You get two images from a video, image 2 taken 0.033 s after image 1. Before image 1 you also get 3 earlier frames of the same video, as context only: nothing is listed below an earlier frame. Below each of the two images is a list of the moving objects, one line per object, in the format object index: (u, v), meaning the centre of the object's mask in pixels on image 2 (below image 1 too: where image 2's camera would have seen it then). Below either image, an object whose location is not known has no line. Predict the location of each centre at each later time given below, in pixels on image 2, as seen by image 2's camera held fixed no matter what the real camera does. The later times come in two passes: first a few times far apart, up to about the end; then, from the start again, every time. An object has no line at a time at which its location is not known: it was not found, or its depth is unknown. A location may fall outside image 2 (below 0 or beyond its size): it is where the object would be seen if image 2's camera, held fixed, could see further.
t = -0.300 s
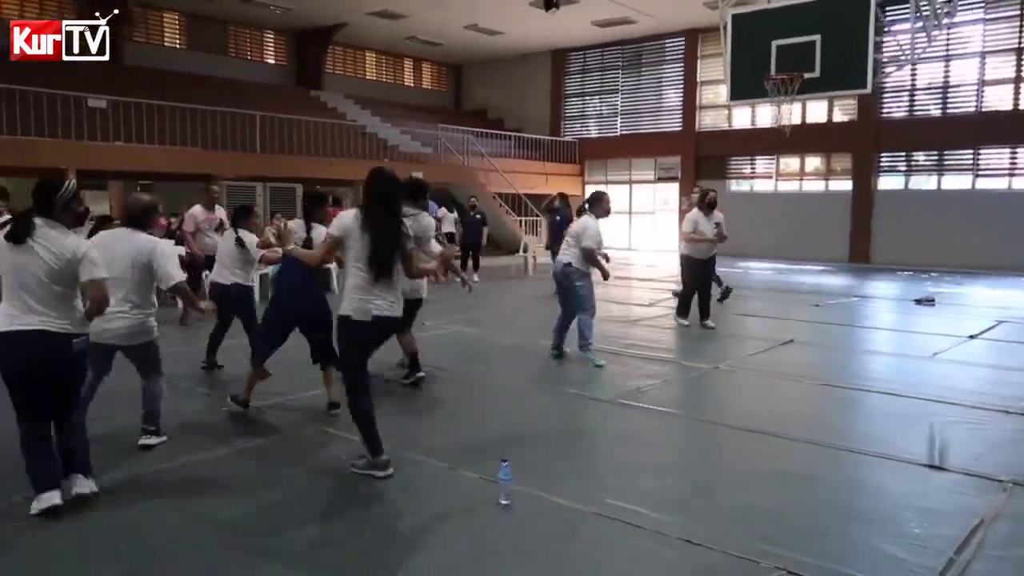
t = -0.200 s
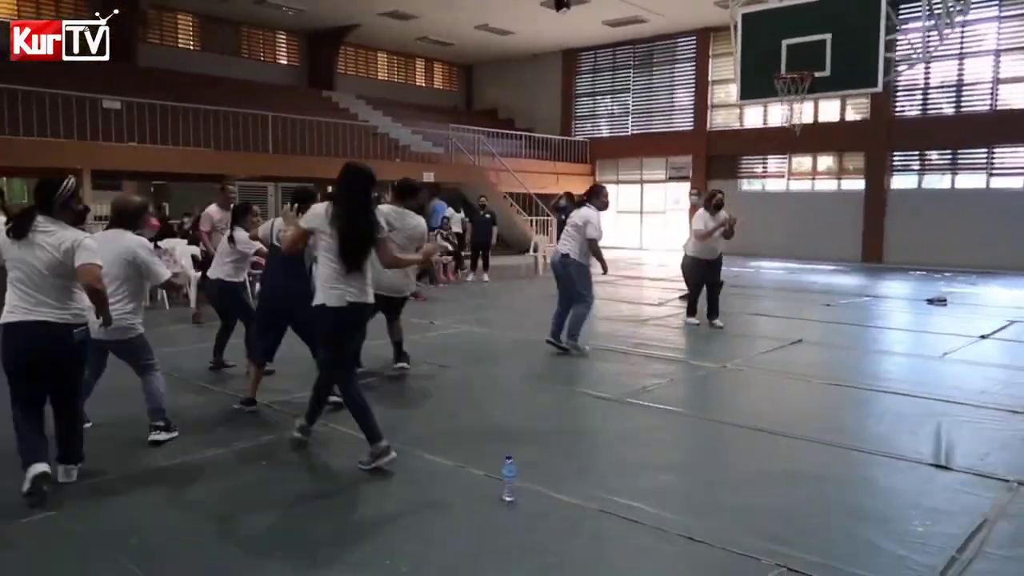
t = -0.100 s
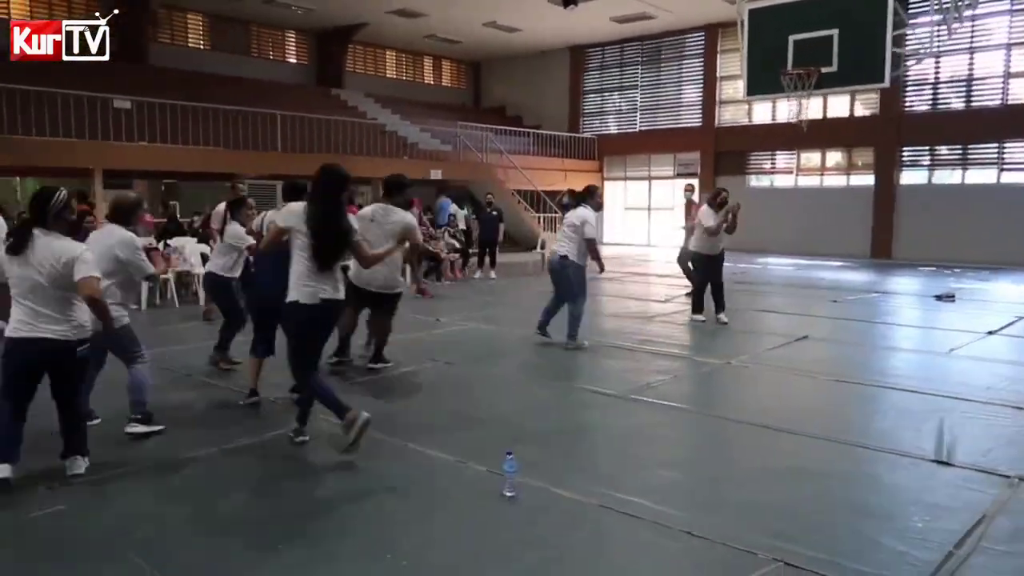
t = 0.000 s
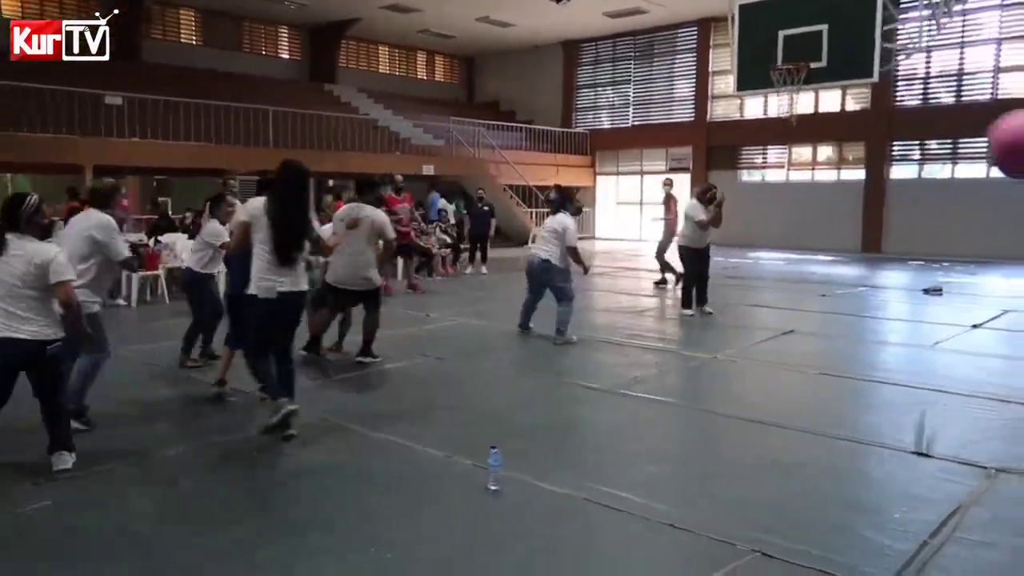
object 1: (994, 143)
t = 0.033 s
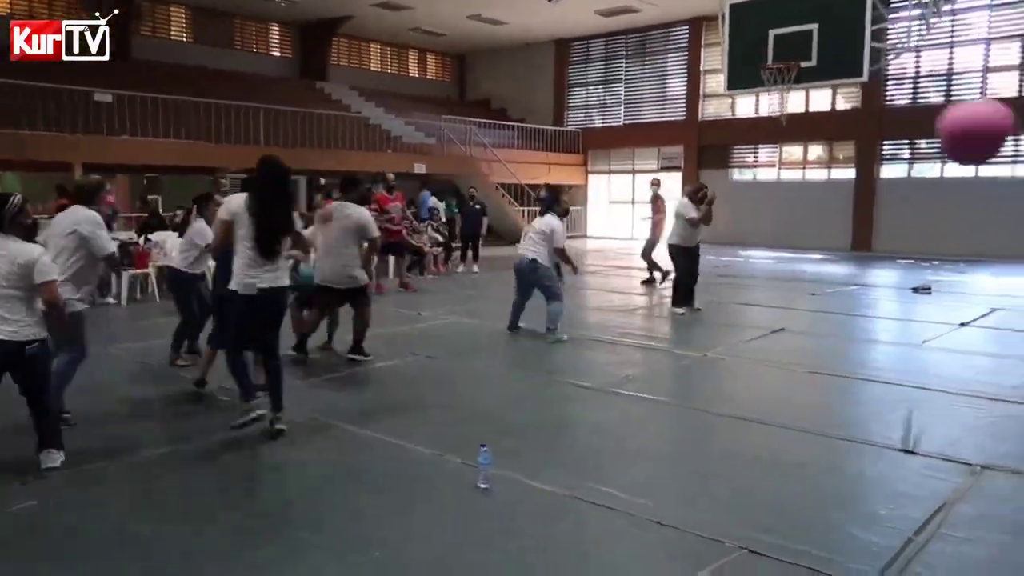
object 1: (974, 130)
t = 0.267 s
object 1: (746, 98)
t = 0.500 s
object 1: (587, 131)
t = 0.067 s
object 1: (935, 122)
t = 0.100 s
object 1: (898, 114)
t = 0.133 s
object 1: (865, 109)
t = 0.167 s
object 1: (836, 102)
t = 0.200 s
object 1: (803, 98)
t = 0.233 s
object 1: (774, 97)
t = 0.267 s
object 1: (746, 98)
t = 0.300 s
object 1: (719, 99)
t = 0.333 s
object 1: (695, 103)
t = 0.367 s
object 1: (671, 107)
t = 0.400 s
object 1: (647, 111)
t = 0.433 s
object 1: (627, 117)
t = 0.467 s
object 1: (606, 124)
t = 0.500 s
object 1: (587, 131)
